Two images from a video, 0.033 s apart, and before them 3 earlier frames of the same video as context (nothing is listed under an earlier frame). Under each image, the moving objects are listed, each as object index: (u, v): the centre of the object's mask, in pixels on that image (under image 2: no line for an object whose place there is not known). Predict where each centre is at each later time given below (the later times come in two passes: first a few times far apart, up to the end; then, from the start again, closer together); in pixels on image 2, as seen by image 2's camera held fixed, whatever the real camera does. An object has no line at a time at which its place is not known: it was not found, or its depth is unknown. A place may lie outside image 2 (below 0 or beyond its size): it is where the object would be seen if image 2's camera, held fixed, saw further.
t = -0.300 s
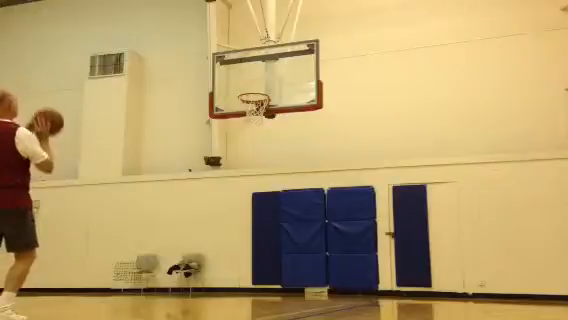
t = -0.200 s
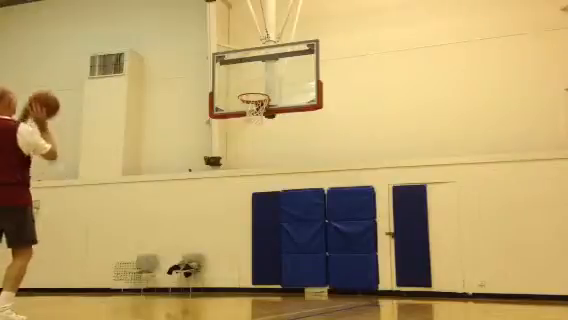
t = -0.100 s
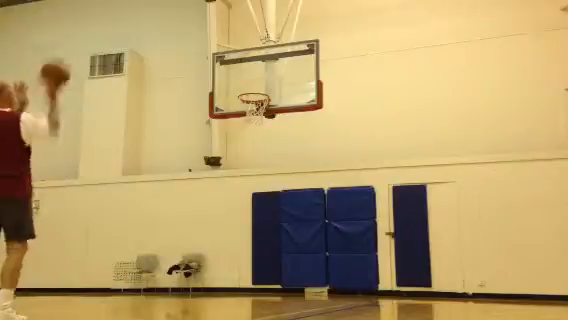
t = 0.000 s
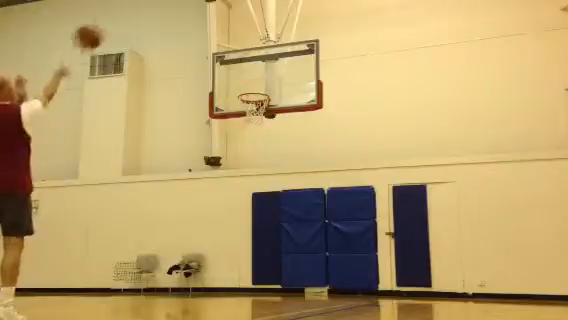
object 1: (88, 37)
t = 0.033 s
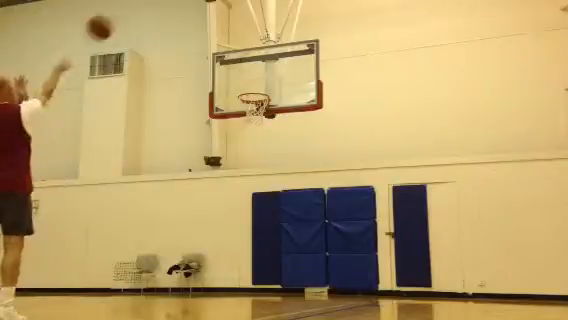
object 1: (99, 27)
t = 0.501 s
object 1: (205, 16)
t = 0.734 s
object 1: (240, 65)
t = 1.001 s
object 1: (253, 98)
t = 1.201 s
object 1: (242, 106)
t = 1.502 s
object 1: (261, 128)
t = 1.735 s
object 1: (276, 177)
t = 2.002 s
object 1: (295, 280)
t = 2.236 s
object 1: (298, 238)
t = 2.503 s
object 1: (306, 206)
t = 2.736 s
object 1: (313, 213)
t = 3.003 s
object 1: (324, 261)
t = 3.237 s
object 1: (327, 261)
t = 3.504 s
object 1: (330, 245)
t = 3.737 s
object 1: (335, 263)
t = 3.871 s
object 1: (339, 285)
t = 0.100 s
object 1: (120, 13)
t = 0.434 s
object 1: (194, 8)
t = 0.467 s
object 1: (200, 12)
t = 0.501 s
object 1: (205, 16)
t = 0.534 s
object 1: (210, 21)
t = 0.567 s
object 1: (215, 26)
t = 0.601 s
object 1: (220, 32)
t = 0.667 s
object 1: (230, 47)
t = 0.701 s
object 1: (234, 54)
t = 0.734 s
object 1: (240, 65)
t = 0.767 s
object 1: (243, 72)
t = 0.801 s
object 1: (247, 81)
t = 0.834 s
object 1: (250, 88)
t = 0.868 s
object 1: (252, 90)
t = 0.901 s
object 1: (254, 93)
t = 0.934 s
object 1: (255, 95)
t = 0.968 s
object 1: (254, 98)
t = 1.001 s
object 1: (253, 98)
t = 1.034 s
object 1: (249, 100)
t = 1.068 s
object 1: (247, 102)
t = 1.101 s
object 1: (245, 104)
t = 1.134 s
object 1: (243, 104)
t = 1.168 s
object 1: (243, 104)
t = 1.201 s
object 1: (242, 106)
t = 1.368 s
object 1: (252, 119)
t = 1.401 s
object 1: (254, 120)
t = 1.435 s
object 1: (256, 122)
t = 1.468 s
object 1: (259, 124)
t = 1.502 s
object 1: (261, 128)
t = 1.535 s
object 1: (263, 132)
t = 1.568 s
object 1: (265, 138)
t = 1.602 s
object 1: (267, 144)
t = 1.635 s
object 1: (269, 151)
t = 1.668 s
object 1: (272, 159)
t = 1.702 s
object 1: (274, 168)
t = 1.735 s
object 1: (276, 177)
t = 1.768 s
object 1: (278, 186)
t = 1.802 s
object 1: (279, 198)
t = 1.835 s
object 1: (282, 208)
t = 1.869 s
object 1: (282, 219)
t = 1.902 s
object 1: (284, 231)
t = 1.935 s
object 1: (288, 247)
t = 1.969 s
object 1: (292, 264)
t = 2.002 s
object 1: (295, 280)
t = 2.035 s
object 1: (295, 281)
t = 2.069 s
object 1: (295, 279)
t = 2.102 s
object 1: (295, 270)
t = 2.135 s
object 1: (294, 262)
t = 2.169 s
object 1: (296, 248)
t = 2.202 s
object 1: (298, 241)
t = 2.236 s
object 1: (298, 238)
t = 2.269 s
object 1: (299, 230)
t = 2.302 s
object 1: (302, 219)
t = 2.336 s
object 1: (303, 216)
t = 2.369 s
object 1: (304, 213)
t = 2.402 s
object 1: (304, 210)
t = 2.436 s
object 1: (305, 207)
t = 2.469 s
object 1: (306, 206)
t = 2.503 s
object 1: (306, 206)
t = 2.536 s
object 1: (308, 205)
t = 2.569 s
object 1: (309, 205)
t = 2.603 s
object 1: (309, 205)
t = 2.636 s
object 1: (310, 205)
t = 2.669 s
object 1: (311, 207)
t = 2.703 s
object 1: (313, 210)
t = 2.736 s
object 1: (313, 213)
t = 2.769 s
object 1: (314, 216)
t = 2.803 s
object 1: (314, 219)
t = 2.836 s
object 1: (315, 225)
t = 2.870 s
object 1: (318, 231)
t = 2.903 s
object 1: (319, 240)
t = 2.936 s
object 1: (321, 243)
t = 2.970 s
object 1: (322, 246)
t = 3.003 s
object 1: (324, 261)
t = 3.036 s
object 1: (324, 271)
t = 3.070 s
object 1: (324, 282)
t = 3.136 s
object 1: (325, 280)
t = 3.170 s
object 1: (326, 273)
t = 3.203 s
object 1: (326, 265)
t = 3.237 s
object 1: (327, 261)
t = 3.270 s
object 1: (327, 256)
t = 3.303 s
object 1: (328, 253)
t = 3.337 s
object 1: (328, 250)
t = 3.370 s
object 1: (329, 248)
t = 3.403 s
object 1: (329, 246)
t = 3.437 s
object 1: (330, 245)
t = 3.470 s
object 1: (330, 245)
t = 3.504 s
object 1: (330, 245)
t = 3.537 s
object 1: (330, 245)
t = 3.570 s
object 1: (331, 245)
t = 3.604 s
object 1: (332, 249)
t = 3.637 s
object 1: (333, 249)
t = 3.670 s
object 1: (334, 250)
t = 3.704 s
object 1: (334, 263)
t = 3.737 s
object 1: (335, 263)
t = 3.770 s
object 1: (336, 272)
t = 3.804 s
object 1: (337, 278)
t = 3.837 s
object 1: (339, 280)
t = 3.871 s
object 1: (339, 285)
